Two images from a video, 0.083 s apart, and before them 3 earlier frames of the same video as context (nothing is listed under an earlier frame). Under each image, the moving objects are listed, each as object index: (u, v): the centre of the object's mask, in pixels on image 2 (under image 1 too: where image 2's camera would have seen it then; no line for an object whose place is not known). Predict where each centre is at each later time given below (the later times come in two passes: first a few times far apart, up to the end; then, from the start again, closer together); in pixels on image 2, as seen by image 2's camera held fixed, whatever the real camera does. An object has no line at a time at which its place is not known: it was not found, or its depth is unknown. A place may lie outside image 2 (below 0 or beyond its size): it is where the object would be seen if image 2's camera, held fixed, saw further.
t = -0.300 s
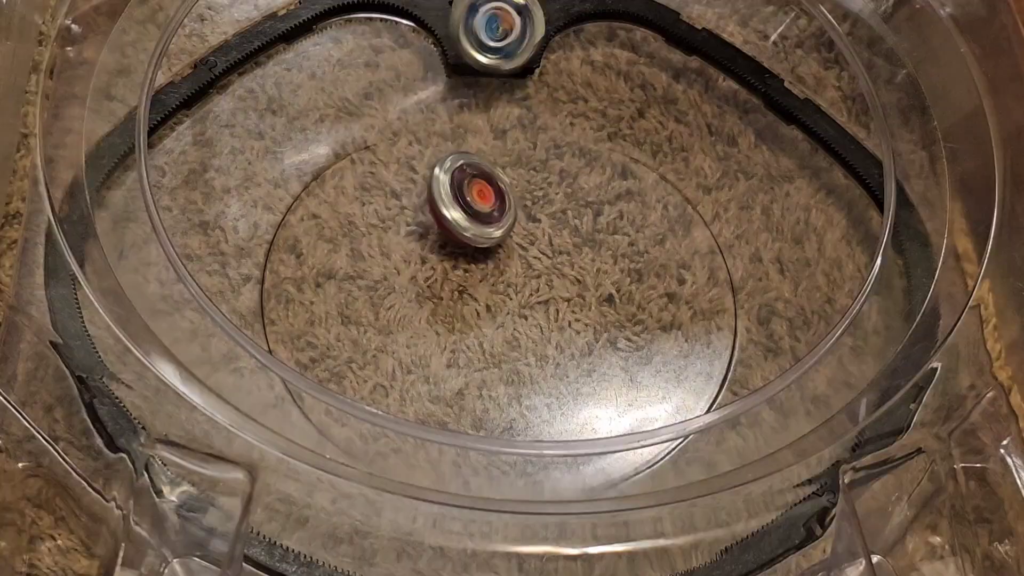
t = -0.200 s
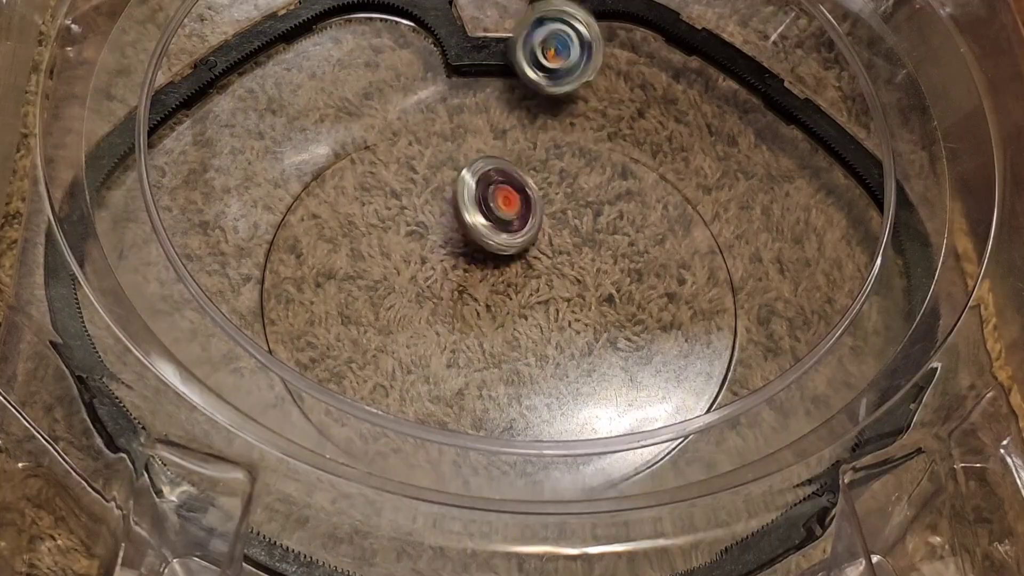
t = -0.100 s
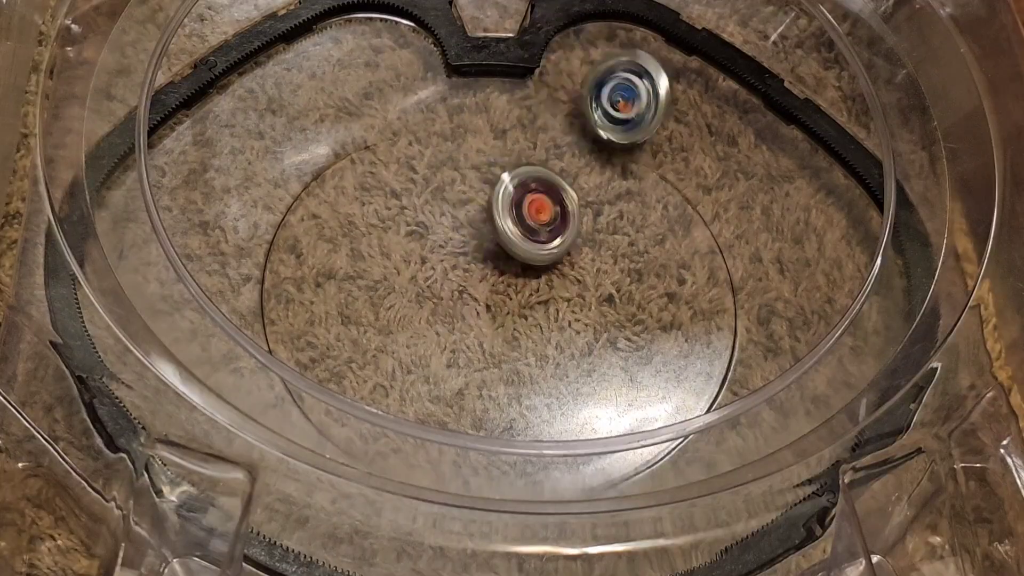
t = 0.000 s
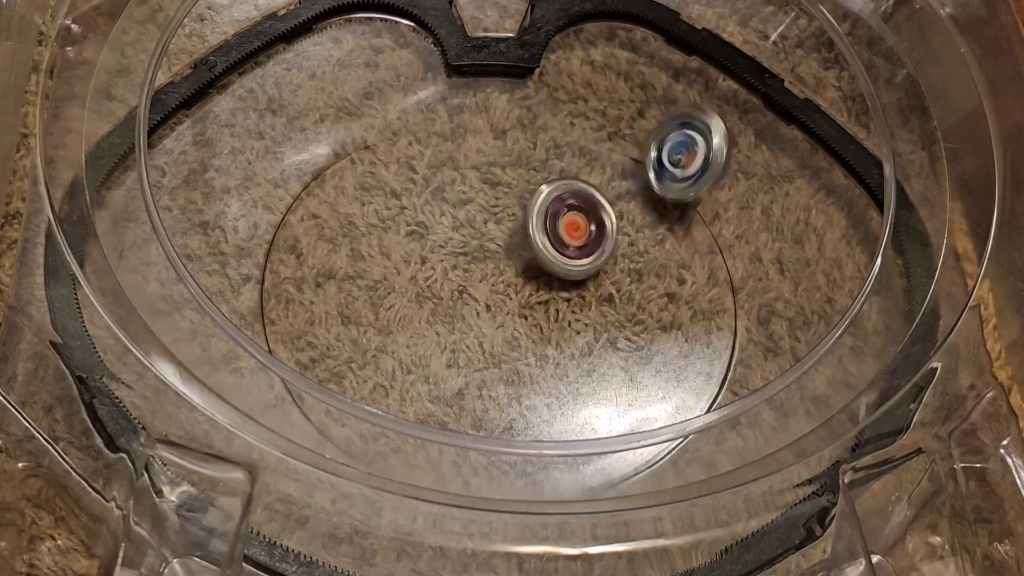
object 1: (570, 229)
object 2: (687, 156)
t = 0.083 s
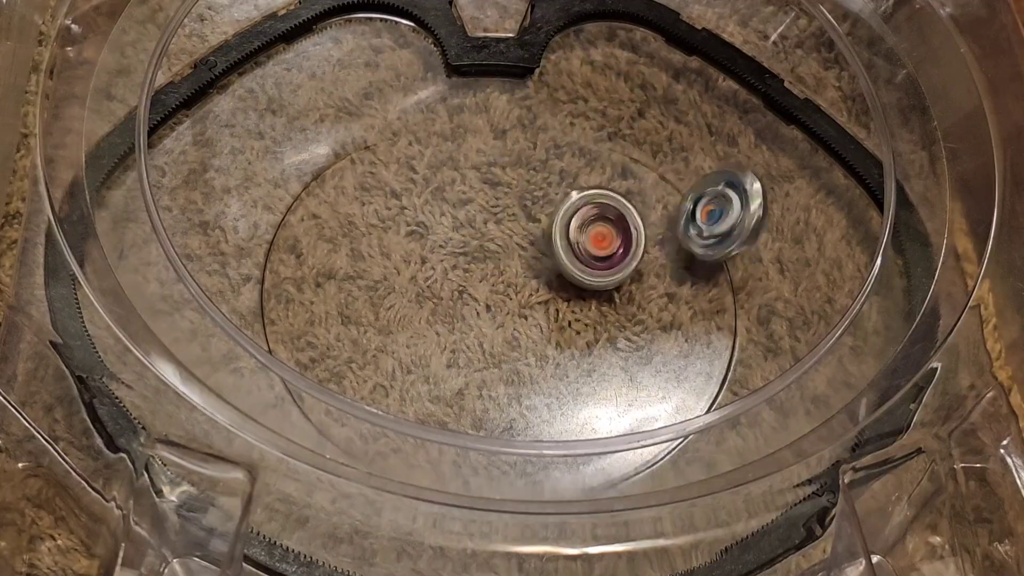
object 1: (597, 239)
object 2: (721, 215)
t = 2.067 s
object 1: (513, 190)
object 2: (612, 433)
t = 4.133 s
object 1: (520, 138)
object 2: (410, 173)
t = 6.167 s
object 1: (406, 283)
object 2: (602, 277)
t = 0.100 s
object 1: (601, 241)
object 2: (727, 228)
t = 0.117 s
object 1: (607, 243)
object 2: (730, 244)
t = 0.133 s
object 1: (611, 244)
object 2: (735, 258)
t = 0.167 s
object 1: (619, 247)
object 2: (737, 286)
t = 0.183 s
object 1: (623, 249)
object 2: (737, 299)
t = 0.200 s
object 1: (626, 252)
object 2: (736, 313)
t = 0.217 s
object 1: (630, 252)
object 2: (734, 327)
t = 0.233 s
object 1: (633, 254)
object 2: (730, 339)
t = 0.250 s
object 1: (635, 256)
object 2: (727, 352)
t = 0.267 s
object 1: (638, 256)
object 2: (720, 365)
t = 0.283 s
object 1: (640, 260)
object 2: (712, 373)
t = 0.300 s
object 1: (642, 261)
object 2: (705, 383)
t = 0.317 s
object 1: (644, 261)
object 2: (696, 392)
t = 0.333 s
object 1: (644, 263)
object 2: (689, 407)
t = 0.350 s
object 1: (644, 268)
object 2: (678, 423)
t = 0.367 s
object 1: (644, 269)
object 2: (669, 441)
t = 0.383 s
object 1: (644, 272)
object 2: (654, 430)
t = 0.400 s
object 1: (644, 274)
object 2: (641, 448)
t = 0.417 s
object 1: (643, 277)
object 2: (627, 463)
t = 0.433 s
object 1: (643, 280)
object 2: (610, 468)
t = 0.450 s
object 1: (641, 283)
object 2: (594, 475)
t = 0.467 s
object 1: (639, 287)
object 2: (580, 477)
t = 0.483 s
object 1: (638, 289)
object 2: (565, 477)
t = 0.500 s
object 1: (634, 294)
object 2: (548, 479)
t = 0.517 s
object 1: (632, 297)
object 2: (533, 479)
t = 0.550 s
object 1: (626, 305)
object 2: (500, 478)
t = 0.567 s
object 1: (622, 308)
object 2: (487, 477)
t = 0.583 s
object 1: (619, 313)
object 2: (466, 475)
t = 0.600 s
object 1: (614, 318)
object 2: (454, 473)
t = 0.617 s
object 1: (611, 320)
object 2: (432, 468)
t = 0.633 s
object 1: (606, 325)
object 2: (417, 465)
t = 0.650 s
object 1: (601, 330)
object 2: (402, 458)
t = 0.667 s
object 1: (597, 333)
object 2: (386, 455)
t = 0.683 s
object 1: (591, 337)
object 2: (370, 448)
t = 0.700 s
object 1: (586, 340)
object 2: (357, 442)
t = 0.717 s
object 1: (580, 342)
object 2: (344, 437)
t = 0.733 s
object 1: (574, 348)
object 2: (331, 429)
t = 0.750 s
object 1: (570, 349)
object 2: (318, 423)
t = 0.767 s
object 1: (564, 352)
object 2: (308, 408)
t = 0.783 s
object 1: (558, 357)
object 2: (298, 398)
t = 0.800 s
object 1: (554, 357)
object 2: (293, 370)
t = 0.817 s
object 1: (548, 360)
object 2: (288, 359)
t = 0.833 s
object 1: (542, 362)
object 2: (283, 342)
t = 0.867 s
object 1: (531, 365)
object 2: (270, 322)
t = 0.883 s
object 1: (526, 366)
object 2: (263, 313)
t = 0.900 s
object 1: (520, 367)
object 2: (260, 304)
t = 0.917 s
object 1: (515, 370)
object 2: (256, 293)
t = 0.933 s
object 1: (510, 370)
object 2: (254, 283)
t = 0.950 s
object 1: (504, 371)
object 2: (254, 270)
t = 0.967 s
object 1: (499, 370)
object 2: (255, 256)
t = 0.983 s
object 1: (495, 371)
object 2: (257, 243)
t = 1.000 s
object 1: (490, 372)
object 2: (260, 232)
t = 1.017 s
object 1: (485, 371)
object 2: (264, 217)
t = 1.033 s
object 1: (481, 370)
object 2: (269, 206)
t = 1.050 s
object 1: (476, 370)
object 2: (275, 193)
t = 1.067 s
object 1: (472, 372)
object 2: (282, 181)
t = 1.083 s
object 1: (467, 369)
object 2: (290, 170)
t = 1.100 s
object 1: (463, 368)
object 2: (297, 160)
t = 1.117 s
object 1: (459, 367)
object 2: (306, 150)
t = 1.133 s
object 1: (455, 365)
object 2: (316, 139)
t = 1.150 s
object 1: (450, 366)
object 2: (326, 133)
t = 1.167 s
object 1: (448, 362)
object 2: (336, 124)
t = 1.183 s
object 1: (445, 359)
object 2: (348, 117)
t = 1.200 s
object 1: (441, 359)
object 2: (360, 110)
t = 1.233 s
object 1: (435, 354)
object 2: (387, 99)
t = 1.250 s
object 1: (431, 350)
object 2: (400, 94)
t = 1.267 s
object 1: (428, 346)
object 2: (413, 91)
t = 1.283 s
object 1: (426, 345)
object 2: (427, 88)
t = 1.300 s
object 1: (424, 336)
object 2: (441, 86)
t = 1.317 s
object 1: (421, 333)
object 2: (453, 83)
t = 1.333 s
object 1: (419, 332)
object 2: (466, 82)
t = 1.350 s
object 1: (417, 326)
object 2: (477, 82)
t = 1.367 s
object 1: (417, 322)
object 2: (489, 84)
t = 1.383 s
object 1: (416, 320)
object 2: (499, 85)
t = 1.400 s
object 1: (415, 310)
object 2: (512, 88)
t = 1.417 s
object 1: (416, 305)
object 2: (523, 90)
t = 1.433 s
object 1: (415, 304)
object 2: (535, 95)
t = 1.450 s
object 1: (415, 298)
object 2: (548, 99)
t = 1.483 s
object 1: (416, 286)
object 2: (572, 110)
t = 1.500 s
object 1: (415, 281)
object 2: (584, 114)
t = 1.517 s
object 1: (415, 276)
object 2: (596, 122)
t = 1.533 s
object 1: (416, 270)
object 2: (606, 127)
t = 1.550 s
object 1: (416, 265)
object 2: (618, 134)
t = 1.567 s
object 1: (416, 262)
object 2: (628, 140)
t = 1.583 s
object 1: (417, 255)
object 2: (639, 147)
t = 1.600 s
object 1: (418, 250)
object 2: (648, 152)
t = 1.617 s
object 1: (419, 248)
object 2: (657, 161)
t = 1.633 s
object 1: (420, 241)
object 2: (665, 171)
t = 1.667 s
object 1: (424, 236)
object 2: (680, 188)
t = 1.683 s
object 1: (425, 231)
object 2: (686, 197)
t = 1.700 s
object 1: (427, 227)
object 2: (692, 209)
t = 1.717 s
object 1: (429, 223)
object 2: (698, 219)
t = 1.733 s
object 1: (431, 217)
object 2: (703, 232)
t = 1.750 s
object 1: (433, 216)
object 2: (707, 243)
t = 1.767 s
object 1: (436, 211)
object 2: (710, 256)
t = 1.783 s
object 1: (438, 206)
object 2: (714, 267)
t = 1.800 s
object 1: (441, 206)
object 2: (716, 279)
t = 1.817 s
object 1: (445, 203)
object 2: (718, 291)
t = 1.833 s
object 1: (448, 199)
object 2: (717, 303)
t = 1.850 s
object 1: (451, 199)
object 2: (716, 316)
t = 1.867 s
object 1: (455, 196)
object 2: (713, 327)
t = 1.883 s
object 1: (459, 193)
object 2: (710, 339)
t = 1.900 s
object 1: (462, 194)
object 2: (705, 352)
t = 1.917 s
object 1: (467, 190)
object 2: (699, 367)
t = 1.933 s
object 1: (472, 189)
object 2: (694, 373)
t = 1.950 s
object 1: (475, 190)
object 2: (686, 381)
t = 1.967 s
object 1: (481, 189)
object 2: (676, 388)
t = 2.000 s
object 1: (491, 190)
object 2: (660, 402)
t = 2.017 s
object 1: (496, 189)
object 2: (648, 408)
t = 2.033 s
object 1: (502, 190)
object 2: (637, 413)
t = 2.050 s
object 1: (508, 191)
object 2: (625, 426)
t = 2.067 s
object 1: (513, 190)
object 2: (612, 433)
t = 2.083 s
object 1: (518, 194)
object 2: (598, 439)
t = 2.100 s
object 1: (526, 193)
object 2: (585, 439)
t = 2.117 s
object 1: (531, 194)
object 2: (567, 457)
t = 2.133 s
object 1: (537, 197)
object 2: (556, 458)
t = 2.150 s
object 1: (544, 199)
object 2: (540, 457)
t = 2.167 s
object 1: (550, 201)
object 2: (526, 457)
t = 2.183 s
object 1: (556, 203)
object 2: (511, 457)
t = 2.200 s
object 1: (562, 204)
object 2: (496, 427)
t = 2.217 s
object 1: (567, 208)
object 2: (487, 426)
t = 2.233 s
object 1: (572, 208)
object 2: (469, 423)
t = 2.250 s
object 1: (579, 211)
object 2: (459, 420)
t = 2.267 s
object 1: (585, 214)
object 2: (450, 417)
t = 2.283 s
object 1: (590, 214)
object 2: (433, 410)
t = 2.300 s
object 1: (594, 217)
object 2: (420, 404)
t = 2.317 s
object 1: (600, 220)
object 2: (409, 397)
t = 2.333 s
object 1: (605, 219)
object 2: (395, 389)
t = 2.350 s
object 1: (610, 222)
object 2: (389, 381)
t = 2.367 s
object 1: (614, 226)
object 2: (378, 374)
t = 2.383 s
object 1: (618, 226)
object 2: (370, 366)
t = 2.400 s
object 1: (622, 229)
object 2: (364, 351)
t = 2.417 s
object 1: (624, 234)
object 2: (355, 345)
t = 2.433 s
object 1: (628, 234)
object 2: (351, 333)
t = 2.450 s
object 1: (631, 236)
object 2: (350, 319)
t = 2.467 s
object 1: (633, 242)
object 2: (346, 309)
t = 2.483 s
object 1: (634, 244)
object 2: (343, 299)
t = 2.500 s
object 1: (637, 246)
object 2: (343, 288)
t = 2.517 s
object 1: (637, 251)
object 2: (344, 277)
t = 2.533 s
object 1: (639, 255)
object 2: (345, 267)
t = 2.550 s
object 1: (641, 258)
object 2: (348, 257)
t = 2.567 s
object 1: (641, 264)
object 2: (352, 247)
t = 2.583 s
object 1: (642, 266)
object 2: (354, 237)
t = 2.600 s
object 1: (642, 270)
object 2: (360, 227)
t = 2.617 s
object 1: (641, 277)
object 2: (365, 218)
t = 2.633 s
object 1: (640, 279)
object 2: (372, 209)
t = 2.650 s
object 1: (639, 282)
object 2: (378, 201)
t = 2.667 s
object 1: (637, 289)
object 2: (384, 193)
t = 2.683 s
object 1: (635, 293)
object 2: (392, 188)
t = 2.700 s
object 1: (633, 295)
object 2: (401, 181)
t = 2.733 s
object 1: (626, 308)
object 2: (418, 171)
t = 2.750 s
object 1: (622, 311)
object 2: (428, 165)
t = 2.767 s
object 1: (617, 318)
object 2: (437, 165)
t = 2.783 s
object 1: (614, 321)
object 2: (447, 159)
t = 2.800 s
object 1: (610, 325)
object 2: (458, 156)
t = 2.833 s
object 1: (600, 335)
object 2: (478, 153)
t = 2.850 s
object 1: (596, 338)
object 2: (489, 153)
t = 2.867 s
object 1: (590, 343)
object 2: (500, 151)
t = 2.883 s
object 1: (585, 348)
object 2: (509, 155)
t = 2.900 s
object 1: (580, 350)
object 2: (522, 154)
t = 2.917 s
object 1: (573, 354)
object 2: (533, 156)
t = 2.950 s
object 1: (563, 360)
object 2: (553, 161)
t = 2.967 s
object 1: (557, 364)
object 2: (564, 164)
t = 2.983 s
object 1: (551, 367)
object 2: (573, 167)
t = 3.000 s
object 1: (547, 368)
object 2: (581, 172)
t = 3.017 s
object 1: (541, 370)
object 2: (591, 177)
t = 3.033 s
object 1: (535, 375)
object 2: (600, 184)
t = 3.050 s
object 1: (531, 374)
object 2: (607, 189)
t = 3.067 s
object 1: (526, 375)
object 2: (616, 195)
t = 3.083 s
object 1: (519, 380)
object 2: (623, 201)
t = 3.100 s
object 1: (513, 380)
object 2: (631, 208)
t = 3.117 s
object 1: (507, 380)
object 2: (637, 216)
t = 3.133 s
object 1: (501, 386)
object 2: (646, 224)
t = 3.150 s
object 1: (495, 383)
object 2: (651, 232)
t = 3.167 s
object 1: (490, 380)
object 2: (655, 239)
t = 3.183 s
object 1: (484, 387)
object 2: (659, 248)
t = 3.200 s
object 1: (479, 380)
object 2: (663, 260)
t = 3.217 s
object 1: (474, 379)
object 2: (664, 268)
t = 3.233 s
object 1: (469, 383)
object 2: (666, 279)
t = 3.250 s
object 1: (462, 377)
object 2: (669, 287)
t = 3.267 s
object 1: (455, 380)
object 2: (669, 298)
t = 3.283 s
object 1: (452, 375)
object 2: (670, 308)
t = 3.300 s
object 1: (445, 375)
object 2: (668, 318)
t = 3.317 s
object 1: (442, 371)
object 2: (667, 329)
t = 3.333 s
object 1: (438, 369)
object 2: (662, 338)
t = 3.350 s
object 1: (431, 367)
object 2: (658, 349)
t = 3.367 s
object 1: (427, 361)
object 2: (651, 359)
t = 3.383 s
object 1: (424, 358)
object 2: (645, 365)
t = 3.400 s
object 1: (419, 356)
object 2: (638, 374)
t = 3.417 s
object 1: (415, 349)
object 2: (629, 381)
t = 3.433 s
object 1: (413, 339)
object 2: (620, 390)
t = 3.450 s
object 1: (409, 342)
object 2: (610, 395)
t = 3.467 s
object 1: (407, 331)
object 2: (598, 397)
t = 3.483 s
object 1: (405, 325)
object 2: (588, 403)
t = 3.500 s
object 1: (403, 323)
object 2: (577, 406)
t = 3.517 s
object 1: (402, 315)
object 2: (566, 409)
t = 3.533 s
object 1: (400, 310)
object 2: (553, 409)
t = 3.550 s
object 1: (399, 307)
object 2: (541, 410)
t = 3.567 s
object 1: (397, 301)
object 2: (528, 411)
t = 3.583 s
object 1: (396, 292)
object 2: (513, 411)
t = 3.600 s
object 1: (396, 286)
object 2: (502, 411)
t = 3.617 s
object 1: (395, 279)
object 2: (489, 408)
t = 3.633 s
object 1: (395, 272)
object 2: (477, 406)
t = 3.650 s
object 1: (395, 266)
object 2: (464, 402)
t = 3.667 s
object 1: (395, 256)
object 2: (451, 399)
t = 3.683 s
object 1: (396, 253)
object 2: (442, 392)
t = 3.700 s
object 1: (396, 245)
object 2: (430, 387)
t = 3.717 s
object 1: (397, 236)
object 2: (418, 387)
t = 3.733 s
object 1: (397, 232)
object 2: (409, 380)
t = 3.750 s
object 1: (399, 224)
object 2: (399, 375)
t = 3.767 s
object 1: (402, 217)
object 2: (392, 365)
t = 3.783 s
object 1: (403, 211)
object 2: (383, 358)
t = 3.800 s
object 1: (405, 204)
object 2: (377, 349)
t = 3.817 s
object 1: (409, 197)
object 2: (371, 338)
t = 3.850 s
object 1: (415, 186)
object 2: (363, 317)
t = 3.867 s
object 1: (420, 180)
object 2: (358, 309)
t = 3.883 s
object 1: (424, 174)
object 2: (356, 296)
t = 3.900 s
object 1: (428, 169)
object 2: (354, 285)
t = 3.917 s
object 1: (434, 164)
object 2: (353, 276)
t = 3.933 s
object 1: (438, 160)
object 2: (351, 269)
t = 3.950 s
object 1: (444, 156)
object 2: (354, 255)
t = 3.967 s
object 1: (449, 151)
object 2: (355, 243)
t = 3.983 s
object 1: (455, 149)
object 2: (357, 234)
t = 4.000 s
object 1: (462, 146)
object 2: (359, 230)
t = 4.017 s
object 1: (469, 142)
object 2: (366, 217)
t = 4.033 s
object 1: (475, 141)
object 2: (370, 199)
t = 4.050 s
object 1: (482, 138)
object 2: (379, 187)
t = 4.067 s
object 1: (489, 138)
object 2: (384, 176)
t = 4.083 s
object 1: (498, 137)
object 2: (389, 171)
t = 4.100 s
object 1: (505, 137)
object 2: (397, 169)
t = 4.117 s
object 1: (512, 138)
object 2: (403, 171)
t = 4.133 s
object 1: (520, 138)
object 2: (410, 173)
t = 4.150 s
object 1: (528, 140)
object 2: (422, 159)
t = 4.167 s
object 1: (536, 141)
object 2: (430, 146)
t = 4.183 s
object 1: (544, 143)
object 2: (443, 140)
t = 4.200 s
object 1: (553, 145)
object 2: (451, 135)
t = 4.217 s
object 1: (561, 148)
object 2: (462, 138)
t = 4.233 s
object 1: (569, 151)
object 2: (473, 139)
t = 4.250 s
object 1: (590, 154)
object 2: (469, 148)
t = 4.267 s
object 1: (614, 163)
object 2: (465, 148)
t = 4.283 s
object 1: (638, 174)
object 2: (469, 134)
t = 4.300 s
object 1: (661, 180)
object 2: (462, 128)
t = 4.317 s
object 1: (683, 186)
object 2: (464, 123)
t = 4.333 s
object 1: (702, 195)
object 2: (458, 123)
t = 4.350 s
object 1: (724, 207)
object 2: (460, 126)
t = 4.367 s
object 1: (744, 214)
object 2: (452, 141)
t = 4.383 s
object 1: (764, 224)
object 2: (455, 144)
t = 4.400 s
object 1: (784, 236)
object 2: (458, 145)
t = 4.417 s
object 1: (804, 243)
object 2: (458, 147)
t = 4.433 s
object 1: (828, 251)
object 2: (460, 153)
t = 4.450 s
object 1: (839, 258)
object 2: (461, 160)
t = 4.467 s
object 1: (872, 270)
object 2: (462, 172)
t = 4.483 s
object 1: (887, 269)
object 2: (464, 182)
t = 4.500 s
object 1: (898, 268)
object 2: (465, 189)
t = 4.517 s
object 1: (907, 272)
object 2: (467, 197)
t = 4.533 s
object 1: (921, 280)
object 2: (470, 209)
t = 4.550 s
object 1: (927, 280)
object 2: (473, 219)
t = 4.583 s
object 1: (944, 285)
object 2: (480, 240)
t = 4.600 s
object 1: (952, 288)
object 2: (483, 250)
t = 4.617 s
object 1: (955, 288)
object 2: (487, 260)
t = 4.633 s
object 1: (949, 291)
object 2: (491, 269)
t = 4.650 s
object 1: (944, 292)
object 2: (495, 280)
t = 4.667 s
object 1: (937, 293)
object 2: (499, 287)
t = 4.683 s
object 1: (929, 290)
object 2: (504, 293)
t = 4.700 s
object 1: (921, 291)
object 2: (510, 302)
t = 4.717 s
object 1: (917, 294)
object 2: (516, 315)
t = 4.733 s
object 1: (908, 294)
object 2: (522, 325)
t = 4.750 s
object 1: (903, 294)
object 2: (527, 333)
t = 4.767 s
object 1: (885, 289)
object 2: (532, 343)
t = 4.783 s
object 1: (876, 292)
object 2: (539, 348)
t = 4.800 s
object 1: (860, 291)
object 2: (546, 354)
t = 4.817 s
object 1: (853, 286)
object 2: (552, 361)
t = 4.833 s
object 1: (843, 280)
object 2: (558, 369)
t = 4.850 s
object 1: (826, 276)
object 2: (566, 378)
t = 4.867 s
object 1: (818, 278)
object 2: (572, 380)
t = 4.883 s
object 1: (814, 272)
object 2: (577, 385)
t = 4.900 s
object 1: (810, 267)
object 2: (582, 391)
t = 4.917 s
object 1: (802, 264)
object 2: (586, 389)
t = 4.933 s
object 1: (791, 265)
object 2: (590, 389)
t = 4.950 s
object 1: (784, 264)
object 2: (592, 393)
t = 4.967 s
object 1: (778, 257)
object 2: (596, 396)
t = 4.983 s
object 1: (771, 252)
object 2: (598, 397)
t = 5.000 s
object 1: (763, 254)
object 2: (596, 398)
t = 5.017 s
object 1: (754, 253)
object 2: (595, 397)
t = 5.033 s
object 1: (749, 251)
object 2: (594, 398)
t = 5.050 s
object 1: (743, 248)
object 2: (590, 400)
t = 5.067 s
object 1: (735, 249)
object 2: (587, 399)
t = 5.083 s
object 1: (729, 248)
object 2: (583, 397)
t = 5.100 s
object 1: (723, 245)
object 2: (579, 394)
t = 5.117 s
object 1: (716, 245)
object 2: (575, 392)
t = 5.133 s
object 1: (708, 248)
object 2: (569, 378)
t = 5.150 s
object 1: (698, 251)
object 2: (567, 373)
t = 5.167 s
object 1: (687, 252)
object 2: (562, 368)
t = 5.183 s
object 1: (676, 254)
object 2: (556, 364)
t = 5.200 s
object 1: (663, 258)
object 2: (548, 367)
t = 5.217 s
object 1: (650, 259)
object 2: (546, 353)
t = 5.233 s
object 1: (638, 263)
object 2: (540, 345)
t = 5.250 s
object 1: (625, 267)
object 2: (534, 337)
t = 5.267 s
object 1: (612, 269)
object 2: (525, 339)
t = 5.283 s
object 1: (598, 275)
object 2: (519, 327)
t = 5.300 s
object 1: (586, 277)
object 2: (512, 317)
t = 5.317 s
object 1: (583, 268)
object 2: (493, 314)
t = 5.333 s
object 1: (578, 267)
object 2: (480, 310)
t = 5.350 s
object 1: (573, 270)
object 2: (467, 306)
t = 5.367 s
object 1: (569, 269)
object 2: (455, 302)
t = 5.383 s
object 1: (565, 266)
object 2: (446, 294)
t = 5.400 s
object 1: (561, 265)
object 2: (438, 287)
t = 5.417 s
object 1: (555, 266)
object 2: (429, 283)
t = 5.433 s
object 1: (548, 265)
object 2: (420, 280)
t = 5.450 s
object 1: (542, 266)
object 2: (416, 277)
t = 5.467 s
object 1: (533, 266)
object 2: (416, 270)
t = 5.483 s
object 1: (525, 266)
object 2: (412, 265)
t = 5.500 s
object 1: (516, 268)
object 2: (412, 262)
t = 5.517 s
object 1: (507, 268)
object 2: (411, 261)
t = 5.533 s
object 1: (510, 273)
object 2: (403, 253)
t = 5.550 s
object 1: (510, 280)
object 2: (395, 247)
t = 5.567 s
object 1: (512, 282)
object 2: (391, 240)
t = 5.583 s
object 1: (512, 288)
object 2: (388, 235)
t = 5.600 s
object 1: (511, 289)
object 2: (386, 227)
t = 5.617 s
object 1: (512, 292)
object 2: (386, 220)
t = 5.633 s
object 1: (511, 294)
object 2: (388, 217)
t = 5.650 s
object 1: (510, 295)
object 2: (388, 215)
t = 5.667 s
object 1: (508, 296)
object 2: (391, 210)
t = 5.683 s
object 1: (505, 295)
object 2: (397, 205)
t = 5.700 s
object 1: (503, 294)
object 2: (403, 202)
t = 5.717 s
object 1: (498, 293)
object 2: (408, 203)
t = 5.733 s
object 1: (495, 291)
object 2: (414, 207)
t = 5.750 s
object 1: (490, 287)
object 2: (419, 207)
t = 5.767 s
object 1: (486, 284)
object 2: (429, 206)
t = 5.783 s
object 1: (480, 280)
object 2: (439, 203)
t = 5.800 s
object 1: (474, 276)
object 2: (446, 202)
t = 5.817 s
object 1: (468, 274)
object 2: (456, 202)
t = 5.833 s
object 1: (462, 272)
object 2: (465, 205)
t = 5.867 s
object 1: (445, 269)
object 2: (494, 211)
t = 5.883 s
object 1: (439, 268)
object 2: (504, 216)
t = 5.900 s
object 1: (432, 266)
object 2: (514, 219)
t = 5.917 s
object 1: (425, 264)
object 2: (526, 223)
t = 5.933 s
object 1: (419, 264)
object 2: (538, 225)
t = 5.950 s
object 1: (412, 263)
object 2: (549, 228)
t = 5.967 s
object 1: (407, 263)
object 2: (560, 234)
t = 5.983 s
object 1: (402, 264)
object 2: (570, 242)
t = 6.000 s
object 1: (397, 264)
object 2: (576, 249)
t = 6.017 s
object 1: (394, 265)
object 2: (580, 254)
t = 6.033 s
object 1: (392, 267)
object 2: (583, 260)
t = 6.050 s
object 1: (390, 268)
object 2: (587, 265)
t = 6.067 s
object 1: (389, 271)
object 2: (591, 267)
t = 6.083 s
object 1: (389, 273)
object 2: (598, 264)
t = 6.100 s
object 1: (390, 274)
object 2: (598, 268)
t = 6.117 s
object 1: (392, 278)
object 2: (600, 270)
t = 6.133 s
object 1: (395, 279)
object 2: (606, 272)
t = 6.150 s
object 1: (400, 281)
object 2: (603, 275)
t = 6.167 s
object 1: (406, 283)
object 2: (602, 277)
